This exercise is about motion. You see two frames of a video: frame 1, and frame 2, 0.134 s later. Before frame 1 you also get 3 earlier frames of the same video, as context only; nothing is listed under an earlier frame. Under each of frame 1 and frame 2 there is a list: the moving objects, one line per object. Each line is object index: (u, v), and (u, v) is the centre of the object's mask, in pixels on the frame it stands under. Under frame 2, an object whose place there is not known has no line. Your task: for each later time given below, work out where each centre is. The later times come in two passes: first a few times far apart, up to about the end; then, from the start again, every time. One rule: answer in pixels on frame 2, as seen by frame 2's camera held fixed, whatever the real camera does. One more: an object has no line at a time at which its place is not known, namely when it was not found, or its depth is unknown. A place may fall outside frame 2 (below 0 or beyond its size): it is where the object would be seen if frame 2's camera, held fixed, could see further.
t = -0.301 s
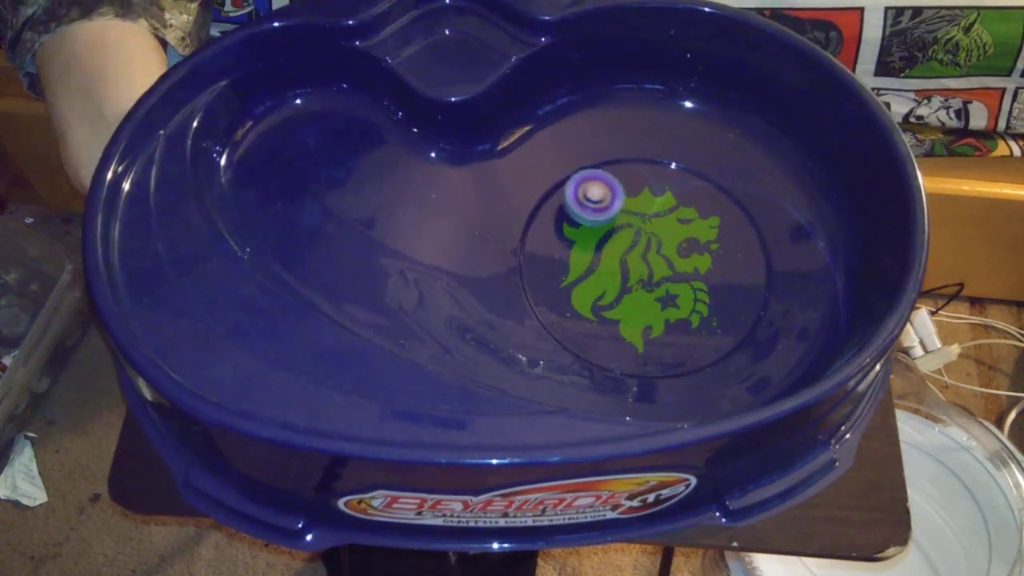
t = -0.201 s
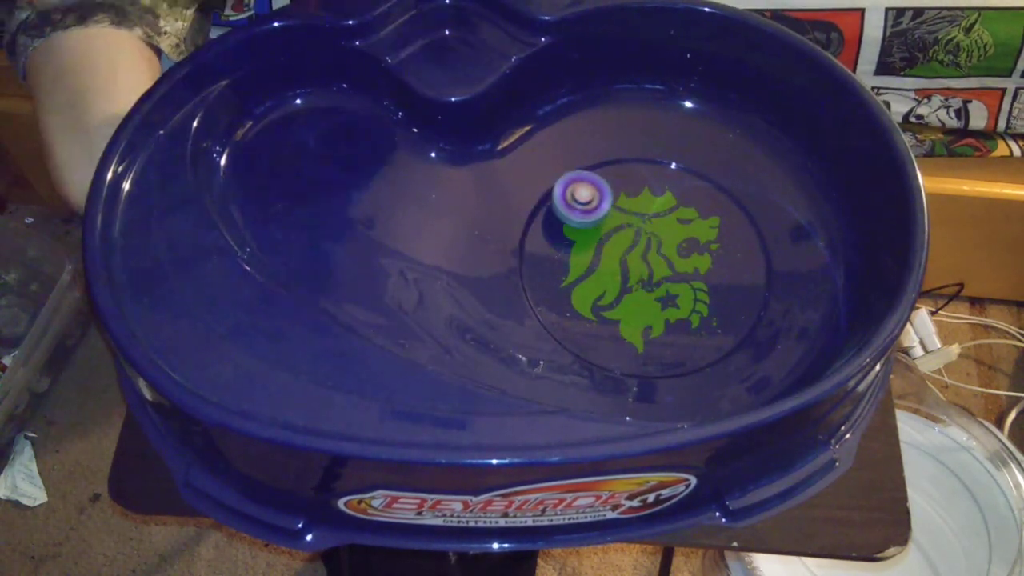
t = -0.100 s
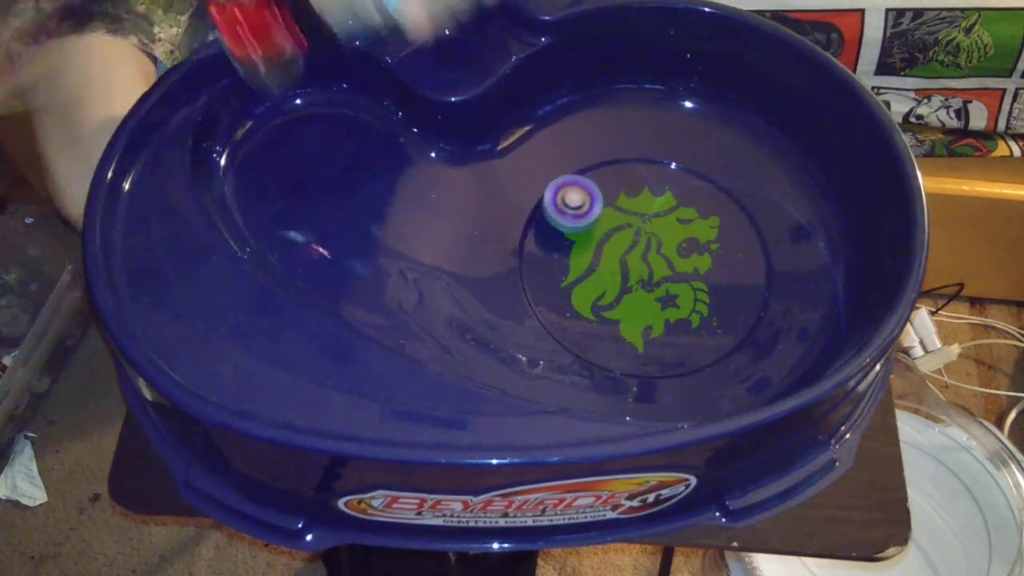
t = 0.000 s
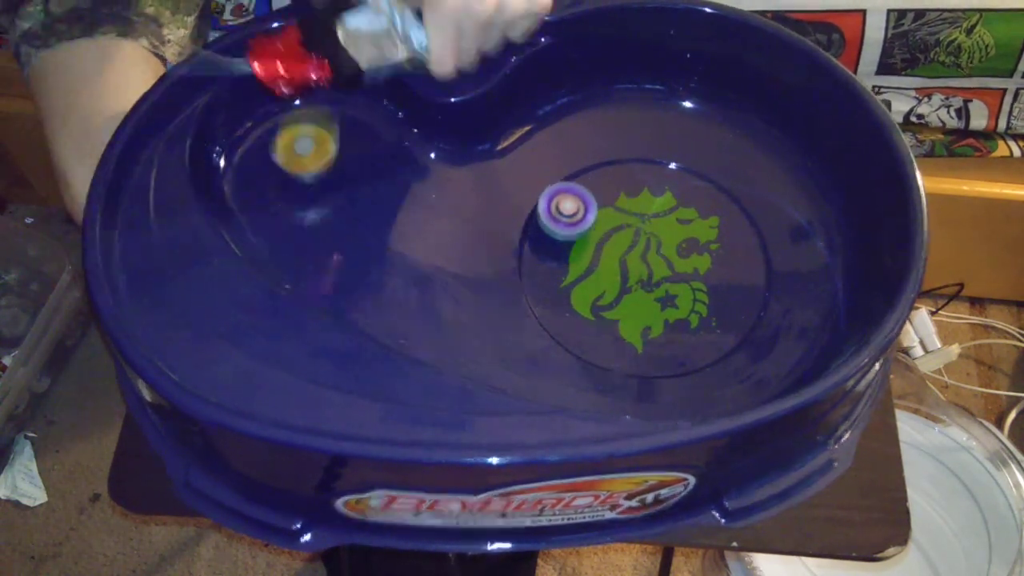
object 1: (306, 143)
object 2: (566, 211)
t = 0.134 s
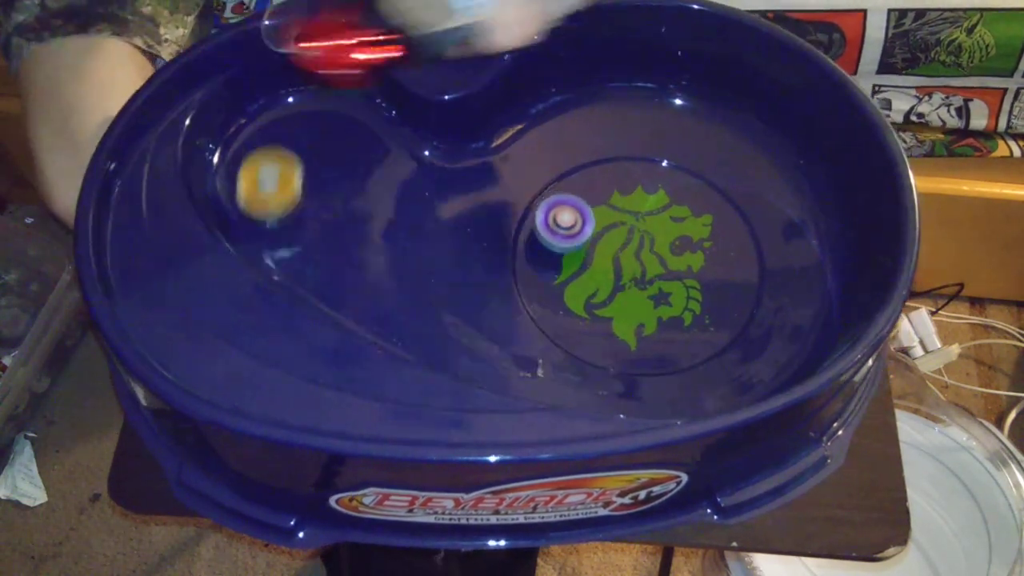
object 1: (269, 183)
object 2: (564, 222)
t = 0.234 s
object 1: (269, 219)
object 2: (571, 233)
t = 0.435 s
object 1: (304, 249)
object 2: (597, 247)
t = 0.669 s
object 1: (364, 278)
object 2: (634, 249)
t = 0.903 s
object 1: (486, 318)
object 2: (662, 237)
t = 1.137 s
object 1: (658, 323)
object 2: (671, 222)
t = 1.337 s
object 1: (734, 254)
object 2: (666, 215)
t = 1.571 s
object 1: (691, 164)
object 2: (651, 225)
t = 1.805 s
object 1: (576, 165)
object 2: (646, 250)
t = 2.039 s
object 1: (550, 229)
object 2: (657, 272)
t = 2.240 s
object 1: (589, 277)
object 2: (670, 282)
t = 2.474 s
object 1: (552, 302)
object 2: (751, 267)
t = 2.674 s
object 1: (564, 314)
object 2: (734, 225)
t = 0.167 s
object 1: (268, 200)
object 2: (566, 226)
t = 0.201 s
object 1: (268, 208)
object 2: (569, 229)
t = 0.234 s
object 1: (269, 219)
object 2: (571, 233)
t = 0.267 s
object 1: (269, 228)
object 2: (575, 235)
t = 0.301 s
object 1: (269, 235)
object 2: (578, 239)
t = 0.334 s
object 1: (274, 240)
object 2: (583, 241)
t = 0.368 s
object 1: (285, 243)
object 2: (587, 243)
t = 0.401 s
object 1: (295, 246)
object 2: (592, 245)
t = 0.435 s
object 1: (304, 249)
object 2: (597, 247)
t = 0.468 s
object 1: (313, 253)
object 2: (603, 248)
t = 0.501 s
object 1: (320, 257)
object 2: (608, 249)
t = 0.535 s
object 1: (328, 261)
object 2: (613, 249)
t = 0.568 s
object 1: (337, 265)
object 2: (619, 250)
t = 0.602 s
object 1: (345, 269)
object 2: (624, 250)
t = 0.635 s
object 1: (355, 274)
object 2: (629, 249)
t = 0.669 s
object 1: (364, 278)
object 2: (634, 249)
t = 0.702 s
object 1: (375, 282)
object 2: (639, 248)
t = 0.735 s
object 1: (387, 286)
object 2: (644, 246)
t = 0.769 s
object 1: (401, 292)
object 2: (648, 245)
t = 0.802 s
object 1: (417, 298)
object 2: (653, 243)
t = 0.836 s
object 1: (437, 305)
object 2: (656, 242)
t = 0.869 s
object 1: (459, 312)
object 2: (659, 239)
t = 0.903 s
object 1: (486, 318)
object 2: (662, 237)
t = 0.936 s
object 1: (513, 323)
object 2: (665, 234)
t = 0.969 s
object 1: (540, 326)
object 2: (667, 232)
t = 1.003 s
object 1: (566, 330)
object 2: (668, 230)
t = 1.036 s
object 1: (591, 331)
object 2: (670, 228)
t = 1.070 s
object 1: (615, 331)
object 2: (671, 226)
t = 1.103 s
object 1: (638, 328)
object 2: (671, 224)
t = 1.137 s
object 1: (658, 323)
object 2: (671, 222)
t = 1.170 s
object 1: (677, 315)
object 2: (671, 221)
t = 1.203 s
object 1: (694, 305)
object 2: (671, 220)
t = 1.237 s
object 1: (708, 294)
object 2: (670, 218)
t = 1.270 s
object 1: (719, 281)
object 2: (669, 217)
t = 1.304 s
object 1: (728, 268)
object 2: (667, 216)
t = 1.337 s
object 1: (734, 254)
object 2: (666, 215)
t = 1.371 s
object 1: (738, 239)
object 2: (664, 215)
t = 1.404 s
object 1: (739, 224)
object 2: (661, 215)
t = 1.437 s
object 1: (737, 209)
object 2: (659, 216)
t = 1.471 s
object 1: (733, 193)
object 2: (657, 218)
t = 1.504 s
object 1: (723, 180)
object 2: (655, 220)
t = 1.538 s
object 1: (707, 172)
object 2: (653, 222)
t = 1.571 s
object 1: (691, 164)
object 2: (651, 225)
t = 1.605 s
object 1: (675, 155)
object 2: (649, 228)
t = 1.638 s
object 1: (657, 152)
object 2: (648, 231)
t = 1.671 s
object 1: (638, 151)
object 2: (647, 235)
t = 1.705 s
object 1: (620, 151)
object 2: (646, 238)
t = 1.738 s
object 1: (604, 154)
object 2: (646, 242)
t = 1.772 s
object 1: (590, 158)
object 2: (646, 246)
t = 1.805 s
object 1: (576, 165)
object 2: (646, 250)
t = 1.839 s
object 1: (566, 172)
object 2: (647, 253)
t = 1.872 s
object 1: (559, 180)
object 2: (648, 257)
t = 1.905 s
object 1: (553, 188)
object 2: (649, 260)
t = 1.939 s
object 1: (550, 199)
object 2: (651, 263)
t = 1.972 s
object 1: (548, 209)
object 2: (653, 267)
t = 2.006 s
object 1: (548, 219)
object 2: (654, 269)
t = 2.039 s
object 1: (550, 229)
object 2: (657, 272)
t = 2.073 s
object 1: (553, 239)
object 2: (659, 274)
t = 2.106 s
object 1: (558, 249)
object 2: (661, 276)
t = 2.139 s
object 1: (565, 257)
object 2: (663, 278)
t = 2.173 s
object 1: (572, 265)
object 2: (666, 280)
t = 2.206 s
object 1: (581, 271)
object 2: (667, 281)
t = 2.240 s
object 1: (589, 277)
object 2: (670, 282)
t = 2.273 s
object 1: (599, 283)
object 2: (672, 282)
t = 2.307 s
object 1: (608, 287)
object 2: (674, 283)
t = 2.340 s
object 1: (615, 291)
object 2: (678, 282)
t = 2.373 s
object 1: (605, 294)
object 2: (695, 279)
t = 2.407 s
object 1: (584, 297)
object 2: (720, 276)
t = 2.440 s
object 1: (565, 299)
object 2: (738, 272)
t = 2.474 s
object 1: (552, 302)
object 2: (751, 267)
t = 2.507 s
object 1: (542, 304)
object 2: (758, 261)
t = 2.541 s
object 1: (539, 307)
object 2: (759, 253)
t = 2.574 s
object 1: (542, 308)
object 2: (754, 244)
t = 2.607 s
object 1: (548, 309)
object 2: (747, 237)
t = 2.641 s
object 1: (555, 311)
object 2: (741, 230)
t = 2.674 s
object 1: (564, 314)
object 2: (734, 225)
